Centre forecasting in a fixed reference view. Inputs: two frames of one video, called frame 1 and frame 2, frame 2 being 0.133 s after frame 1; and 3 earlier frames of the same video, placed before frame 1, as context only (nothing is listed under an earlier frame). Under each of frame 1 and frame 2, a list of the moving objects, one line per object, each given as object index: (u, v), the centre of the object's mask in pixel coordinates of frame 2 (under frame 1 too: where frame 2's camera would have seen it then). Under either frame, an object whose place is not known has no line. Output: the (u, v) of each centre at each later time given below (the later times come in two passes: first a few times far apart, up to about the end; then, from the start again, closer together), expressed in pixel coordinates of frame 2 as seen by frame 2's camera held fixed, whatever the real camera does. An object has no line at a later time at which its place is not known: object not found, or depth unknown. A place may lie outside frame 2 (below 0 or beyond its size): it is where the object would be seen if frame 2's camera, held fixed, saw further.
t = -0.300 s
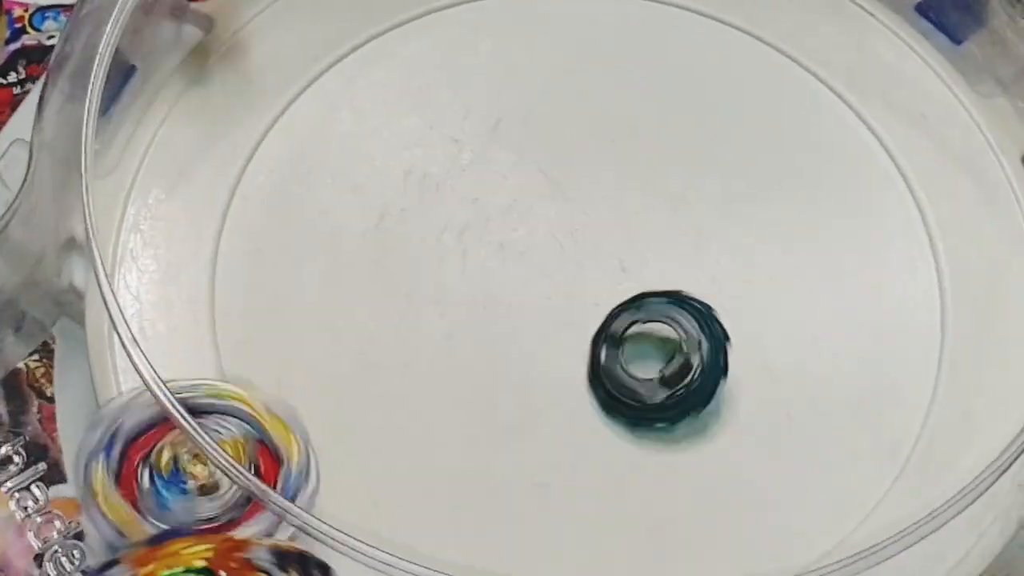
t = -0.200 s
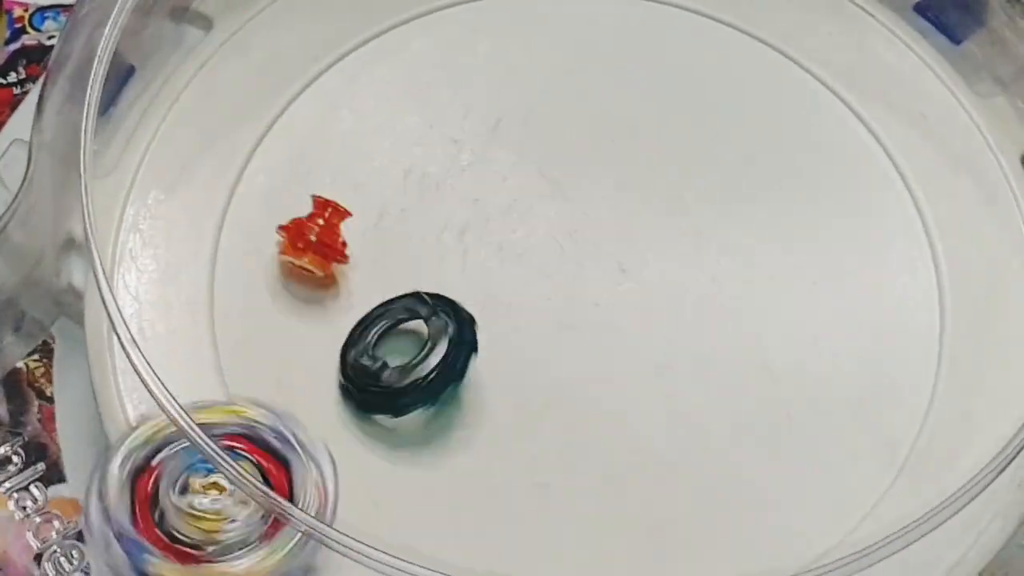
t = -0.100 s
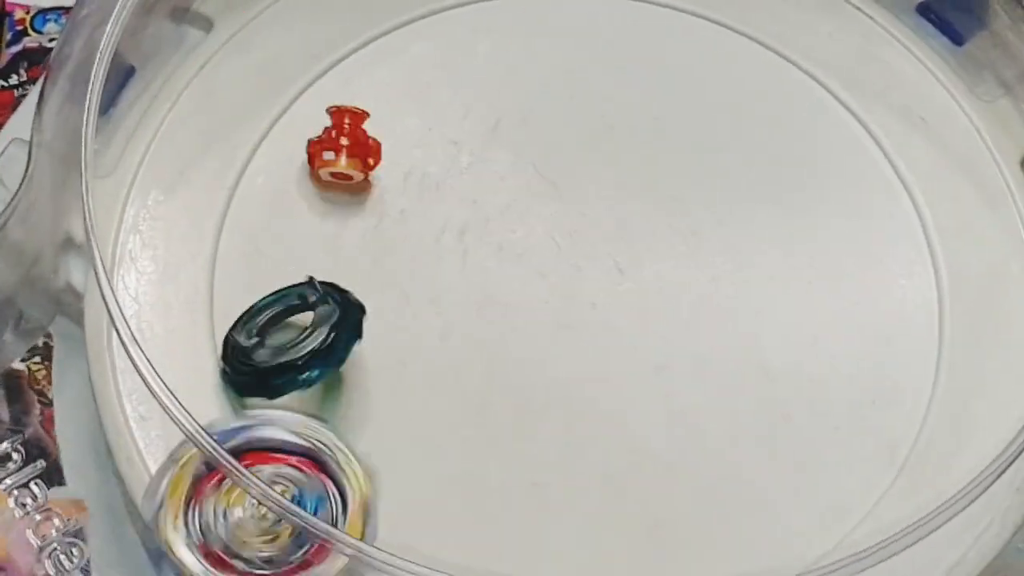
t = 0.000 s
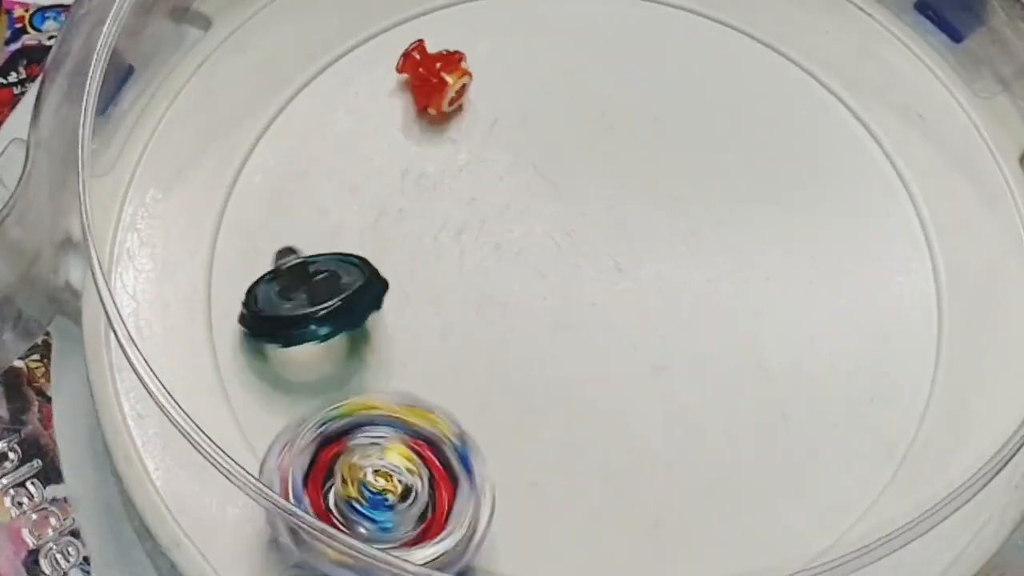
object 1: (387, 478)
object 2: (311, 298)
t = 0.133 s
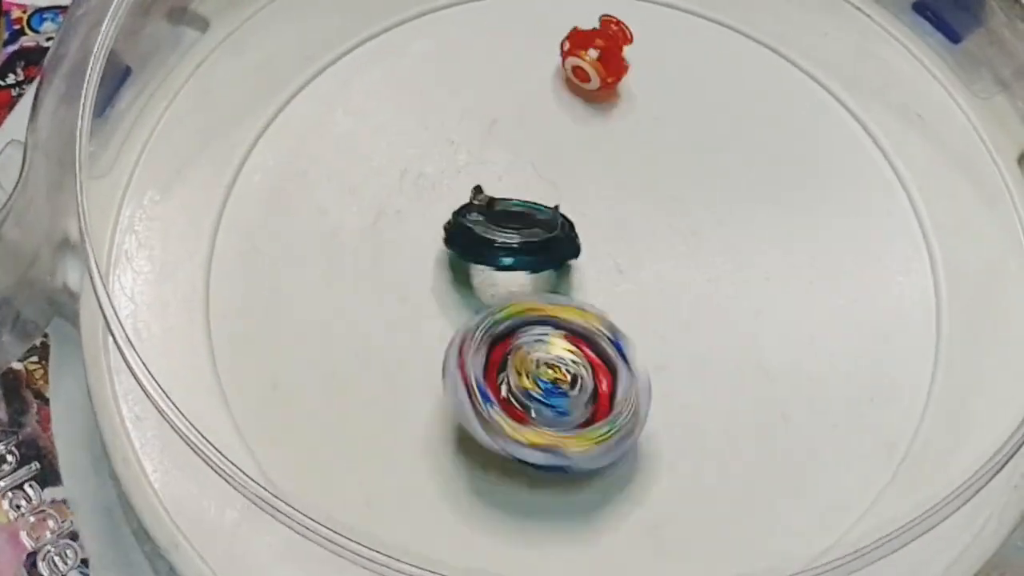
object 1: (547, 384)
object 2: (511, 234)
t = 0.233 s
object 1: (601, 252)
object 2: (752, 142)
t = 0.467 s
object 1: (439, 47)
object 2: (974, 318)
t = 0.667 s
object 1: (267, 137)
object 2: (623, 564)
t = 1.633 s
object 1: (669, 234)
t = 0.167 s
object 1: (573, 340)
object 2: (584, 214)
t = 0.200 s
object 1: (592, 297)
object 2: (665, 173)
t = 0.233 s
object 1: (601, 252)
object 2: (752, 142)
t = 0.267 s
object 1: (598, 207)
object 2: (845, 128)
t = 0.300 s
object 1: (590, 167)
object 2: (916, 123)
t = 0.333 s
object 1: (571, 127)
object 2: (972, 131)
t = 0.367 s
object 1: (546, 90)
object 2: (982, 168)
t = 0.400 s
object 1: (512, 68)
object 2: (984, 211)
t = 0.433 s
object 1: (477, 55)
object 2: (982, 261)
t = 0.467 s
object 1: (439, 47)
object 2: (974, 318)
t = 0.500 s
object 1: (389, 45)
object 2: (956, 377)
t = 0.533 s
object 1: (351, 45)
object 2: (921, 430)
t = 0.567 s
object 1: (328, 62)
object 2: (865, 479)
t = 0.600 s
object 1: (299, 81)
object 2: (803, 522)
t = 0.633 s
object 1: (280, 107)
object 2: (733, 554)
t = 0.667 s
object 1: (267, 137)
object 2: (623, 564)
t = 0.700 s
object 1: (259, 172)
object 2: (506, 560)
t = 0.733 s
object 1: (273, 208)
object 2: (392, 545)
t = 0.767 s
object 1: (298, 243)
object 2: (280, 539)
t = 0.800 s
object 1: (332, 278)
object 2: (189, 469)
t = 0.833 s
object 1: (380, 304)
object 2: (129, 397)
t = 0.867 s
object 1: (430, 318)
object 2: (96, 335)
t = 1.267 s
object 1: (682, 115)
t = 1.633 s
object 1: (669, 234)
